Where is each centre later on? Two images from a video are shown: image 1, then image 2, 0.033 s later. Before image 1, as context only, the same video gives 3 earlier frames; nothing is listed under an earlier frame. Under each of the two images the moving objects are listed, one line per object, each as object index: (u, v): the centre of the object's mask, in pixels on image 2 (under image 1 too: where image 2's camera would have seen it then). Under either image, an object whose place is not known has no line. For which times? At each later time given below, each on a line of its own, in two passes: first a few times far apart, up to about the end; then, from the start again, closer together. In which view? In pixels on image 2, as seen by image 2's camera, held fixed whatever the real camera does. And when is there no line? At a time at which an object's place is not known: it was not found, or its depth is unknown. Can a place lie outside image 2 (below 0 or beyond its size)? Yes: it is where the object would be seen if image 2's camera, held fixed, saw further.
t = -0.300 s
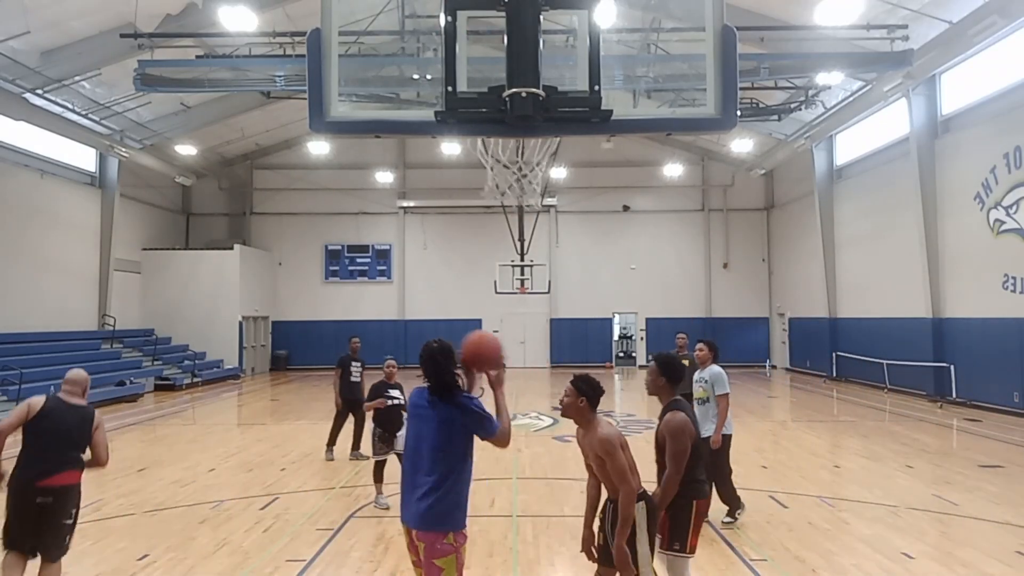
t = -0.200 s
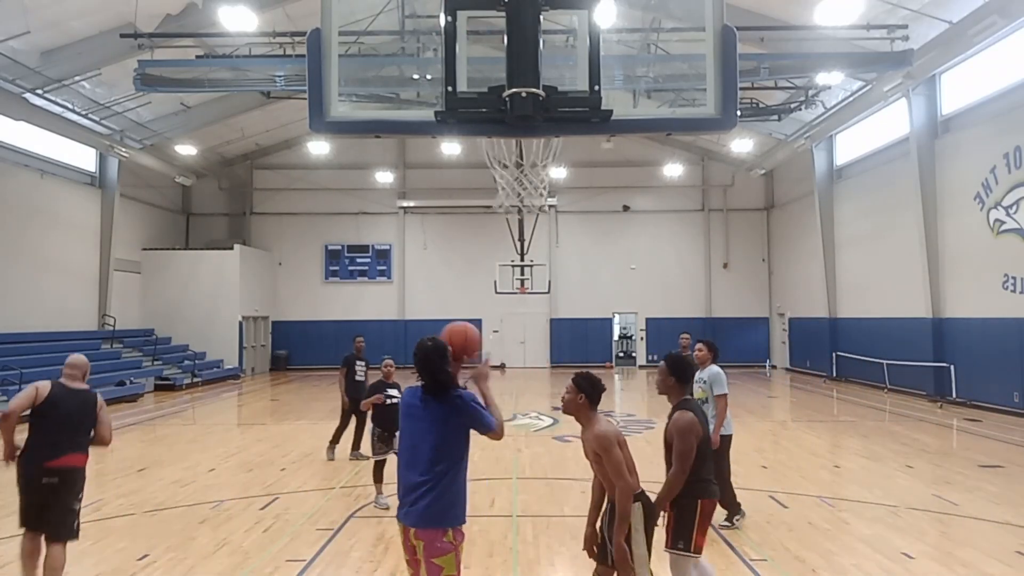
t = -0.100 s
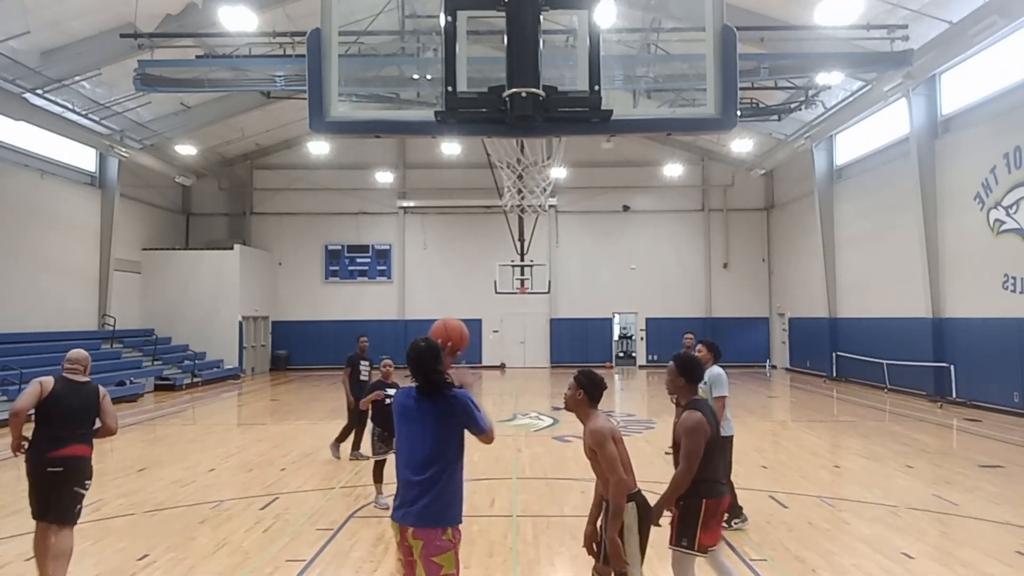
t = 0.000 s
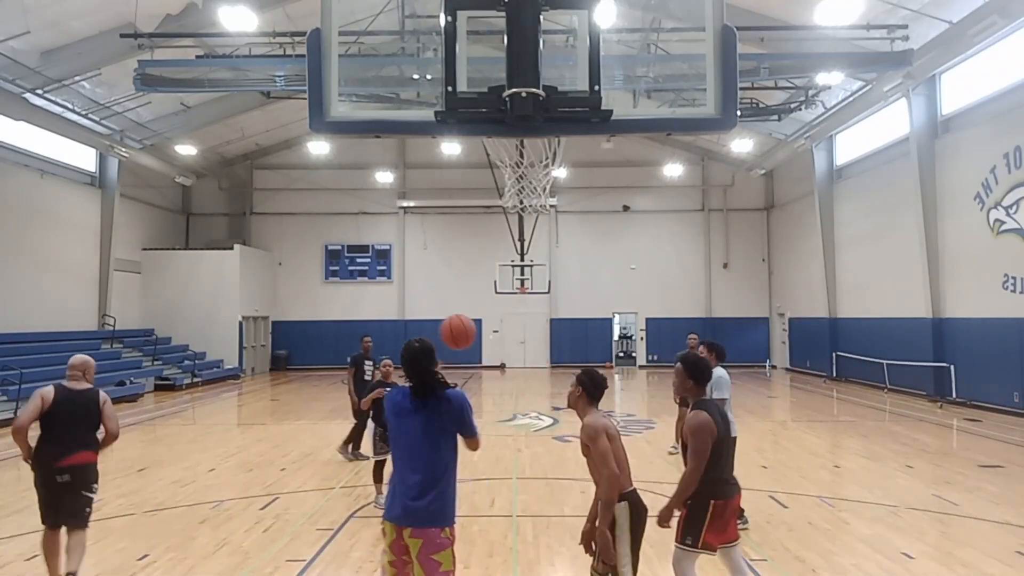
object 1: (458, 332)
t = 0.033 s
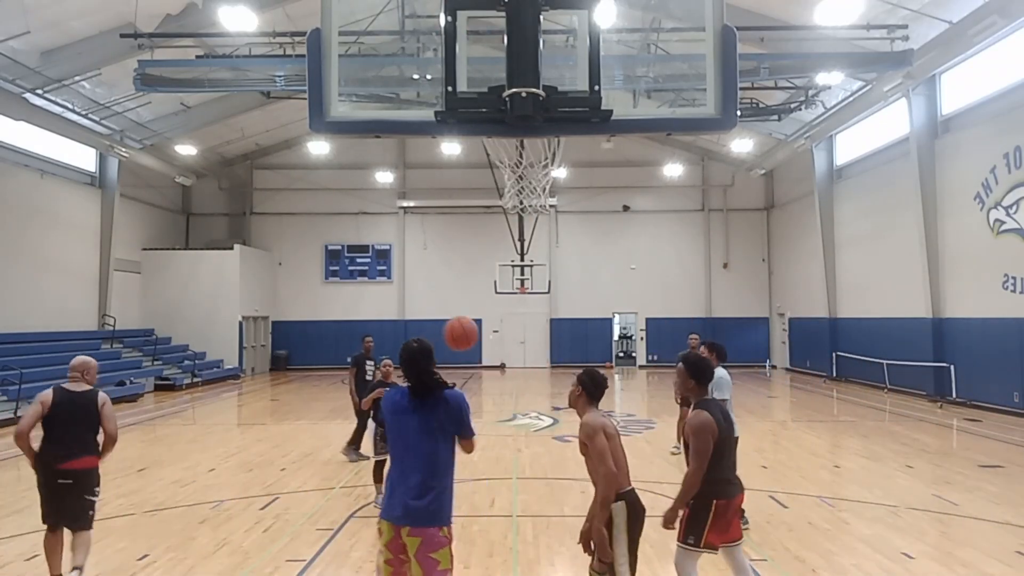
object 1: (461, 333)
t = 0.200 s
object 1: (473, 360)
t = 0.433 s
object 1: (486, 437)
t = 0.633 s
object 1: (493, 484)
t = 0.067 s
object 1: (464, 337)
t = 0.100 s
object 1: (466, 340)
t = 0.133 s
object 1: (468, 346)
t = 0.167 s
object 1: (471, 352)
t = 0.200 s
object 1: (473, 360)
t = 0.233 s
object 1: (475, 368)
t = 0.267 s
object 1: (477, 378)
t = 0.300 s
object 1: (479, 388)
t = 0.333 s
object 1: (481, 400)
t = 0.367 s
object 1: (483, 412)
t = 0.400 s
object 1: (485, 424)
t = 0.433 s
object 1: (486, 437)
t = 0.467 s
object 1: (488, 451)
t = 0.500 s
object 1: (489, 465)
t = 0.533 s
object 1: (491, 480)
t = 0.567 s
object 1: (492, 495)
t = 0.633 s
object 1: (493, 484)
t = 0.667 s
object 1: (493, 468)
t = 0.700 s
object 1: (493, 456)
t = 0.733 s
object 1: (493, 444)
